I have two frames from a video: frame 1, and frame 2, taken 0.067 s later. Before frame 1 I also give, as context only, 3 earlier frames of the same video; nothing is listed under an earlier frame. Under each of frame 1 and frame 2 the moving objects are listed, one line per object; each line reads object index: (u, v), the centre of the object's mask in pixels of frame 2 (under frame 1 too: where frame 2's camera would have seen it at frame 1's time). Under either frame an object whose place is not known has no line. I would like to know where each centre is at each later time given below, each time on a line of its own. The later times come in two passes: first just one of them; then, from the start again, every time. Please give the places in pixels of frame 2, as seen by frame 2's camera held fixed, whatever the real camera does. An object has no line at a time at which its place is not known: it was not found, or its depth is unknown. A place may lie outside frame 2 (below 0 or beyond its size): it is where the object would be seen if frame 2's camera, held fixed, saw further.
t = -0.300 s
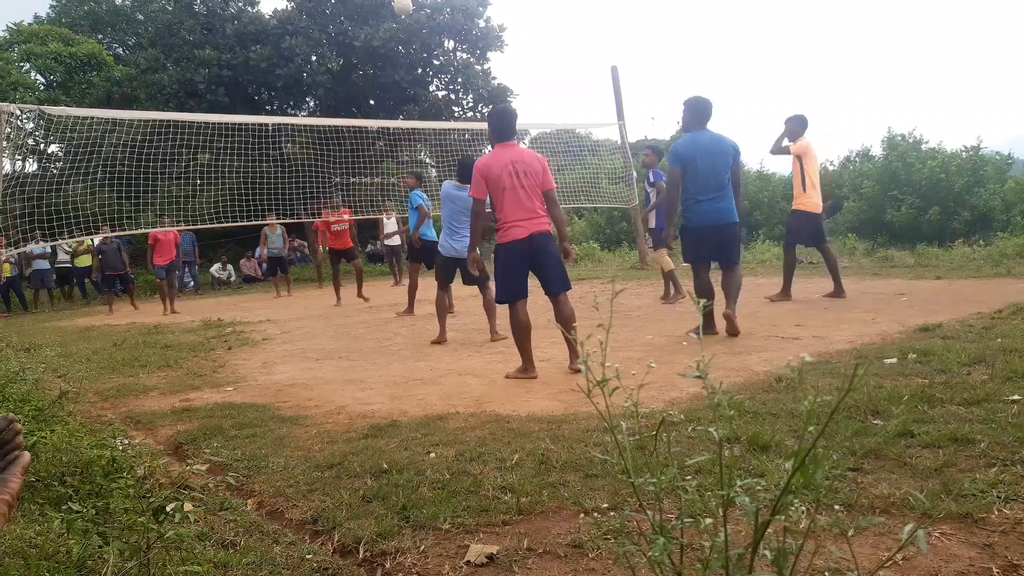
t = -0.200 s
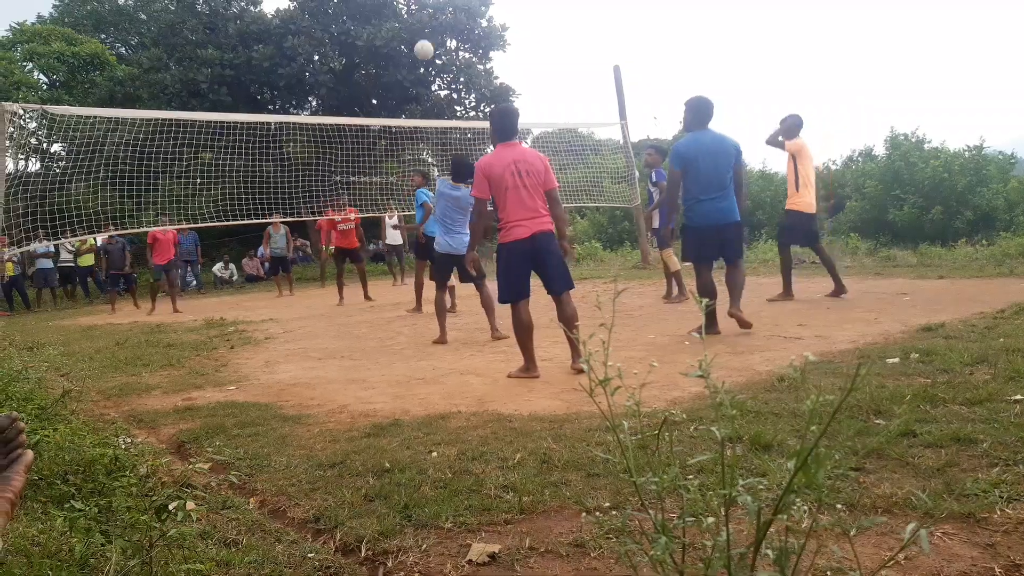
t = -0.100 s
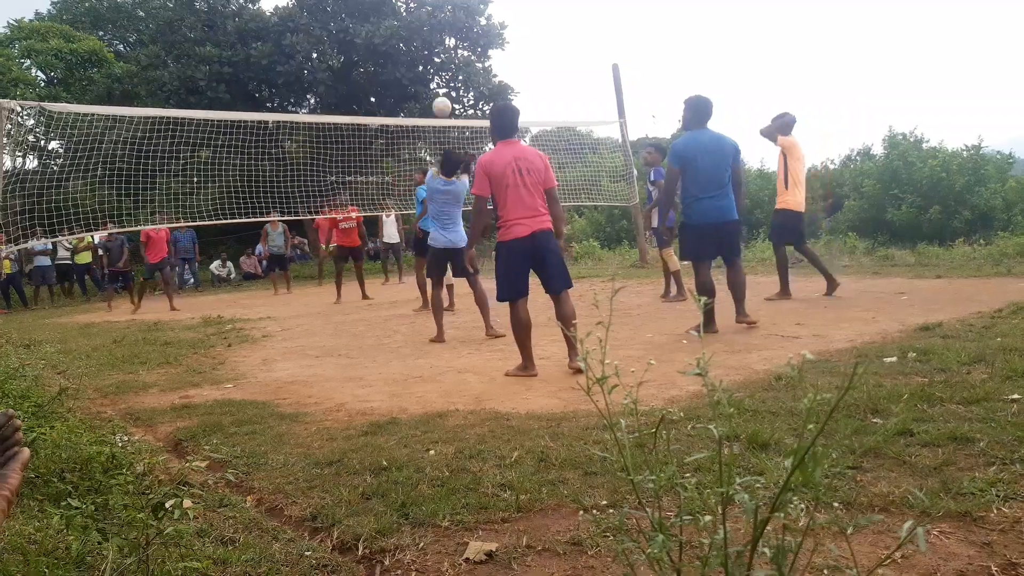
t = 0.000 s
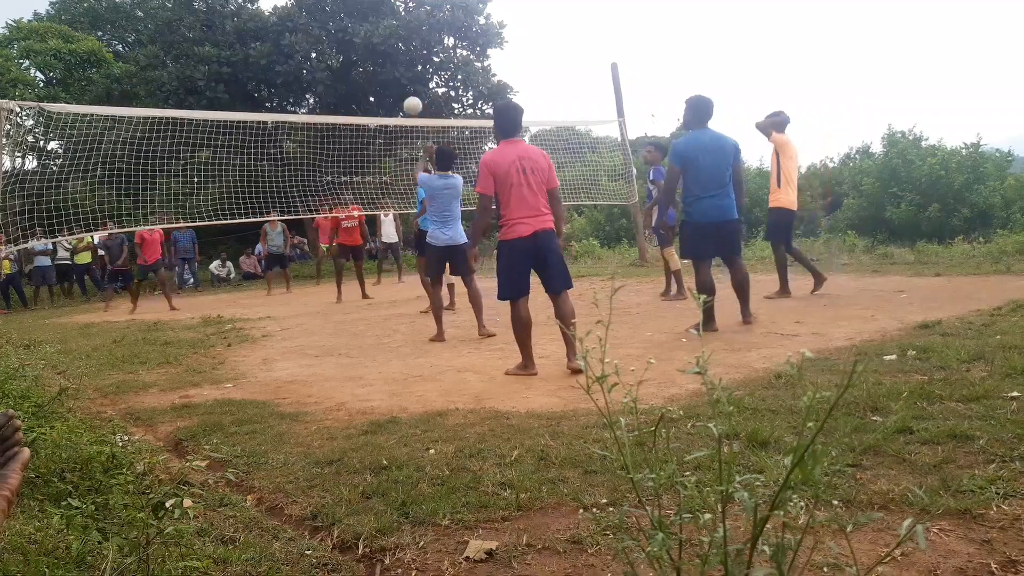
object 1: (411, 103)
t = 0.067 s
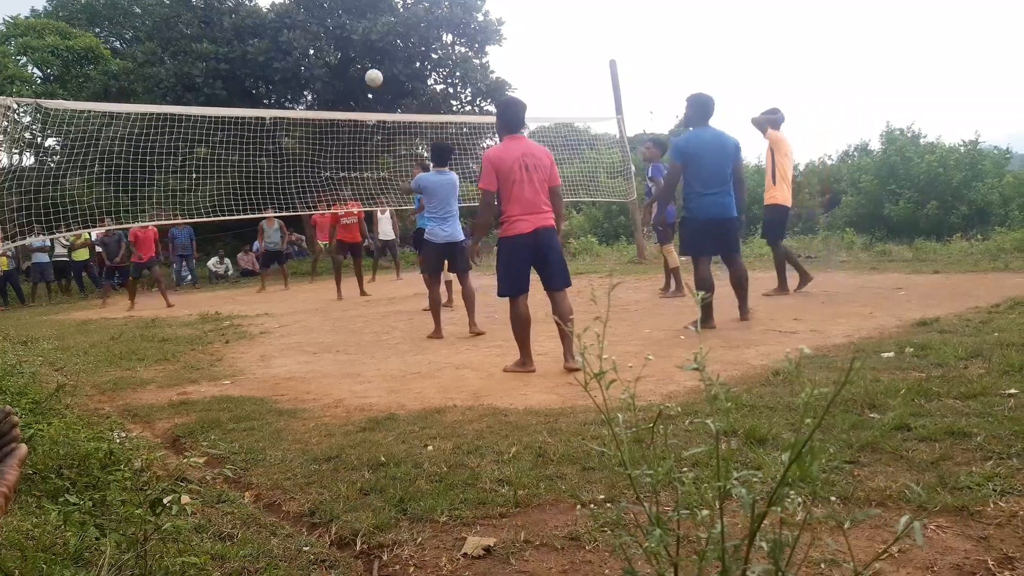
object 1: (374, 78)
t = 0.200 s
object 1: (313, 49)
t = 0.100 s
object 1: (357, 69)
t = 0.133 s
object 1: (341, 61)
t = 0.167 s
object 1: (326, 54)
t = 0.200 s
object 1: (313, 49)
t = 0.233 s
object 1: (300, 45)
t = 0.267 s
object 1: (288, 42)
